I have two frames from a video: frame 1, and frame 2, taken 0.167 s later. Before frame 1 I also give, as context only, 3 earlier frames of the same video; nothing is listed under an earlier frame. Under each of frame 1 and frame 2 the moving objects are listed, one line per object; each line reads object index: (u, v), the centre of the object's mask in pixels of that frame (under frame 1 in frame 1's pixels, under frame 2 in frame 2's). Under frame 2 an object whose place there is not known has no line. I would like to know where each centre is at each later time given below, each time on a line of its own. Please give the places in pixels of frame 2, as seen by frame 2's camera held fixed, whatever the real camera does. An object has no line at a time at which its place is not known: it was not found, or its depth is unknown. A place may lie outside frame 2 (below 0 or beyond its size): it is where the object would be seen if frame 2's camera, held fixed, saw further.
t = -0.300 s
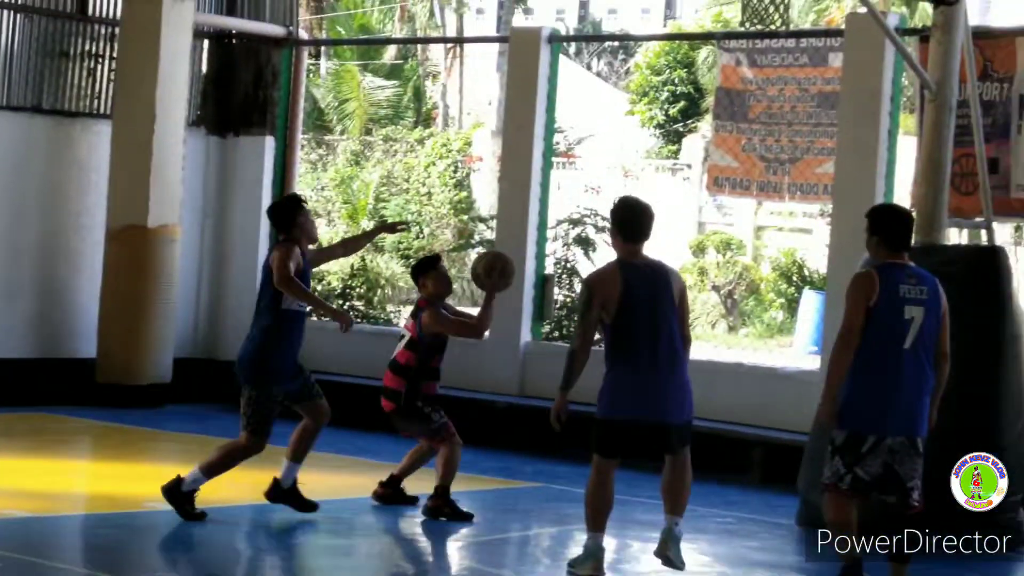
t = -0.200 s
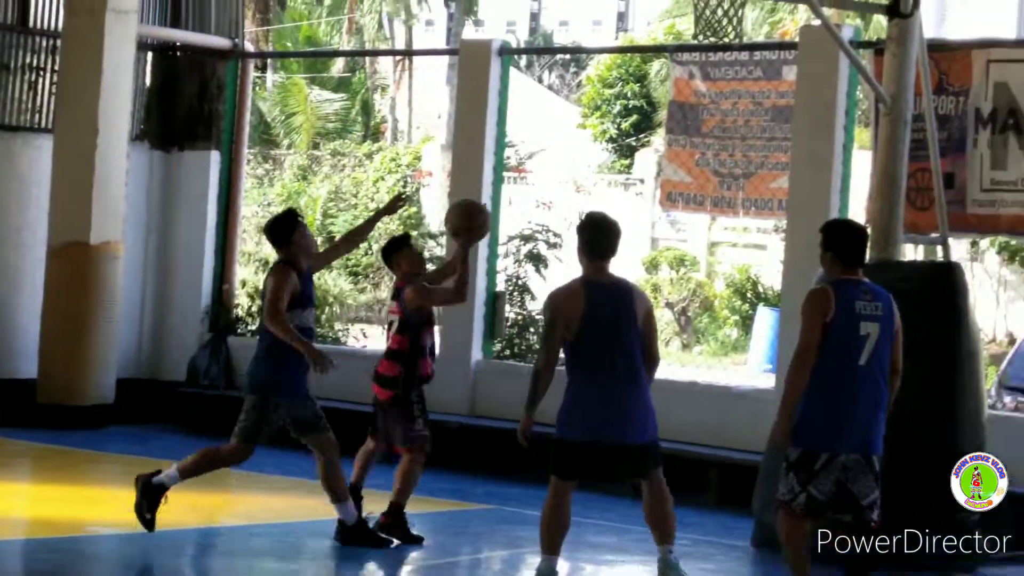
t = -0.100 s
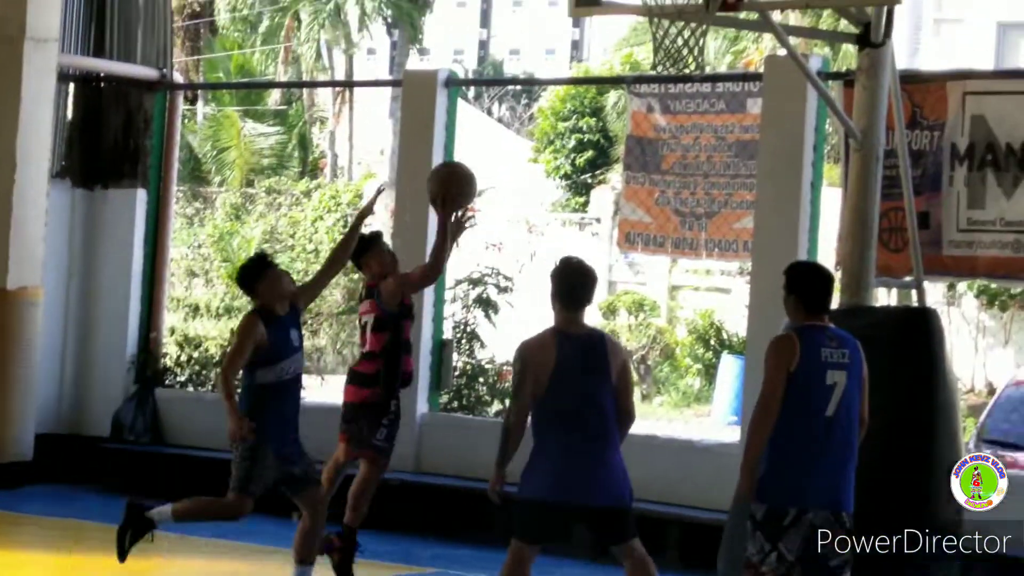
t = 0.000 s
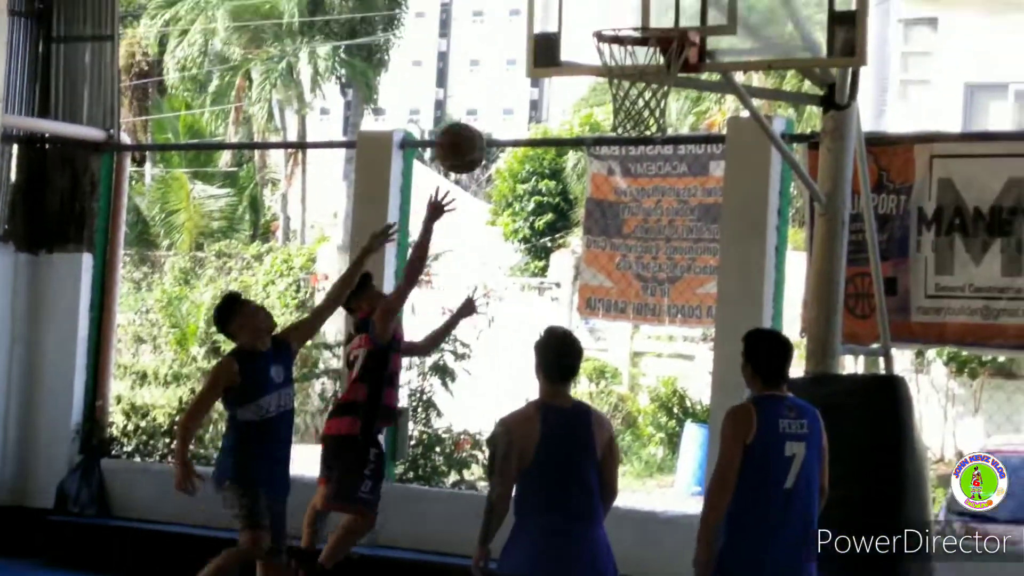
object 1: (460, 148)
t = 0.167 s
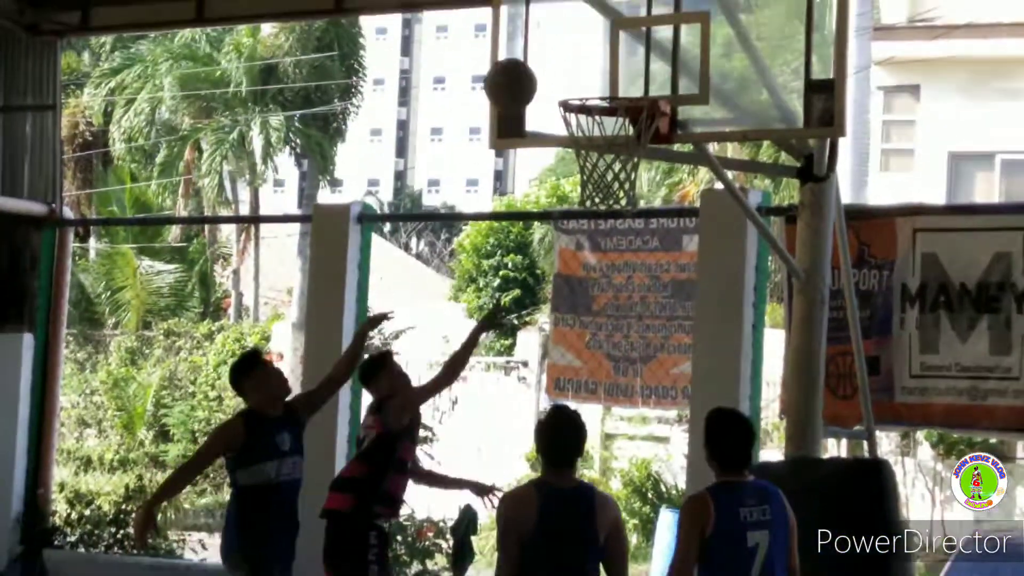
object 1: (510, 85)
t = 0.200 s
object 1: (528, 65)
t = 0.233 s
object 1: (542, 49)
